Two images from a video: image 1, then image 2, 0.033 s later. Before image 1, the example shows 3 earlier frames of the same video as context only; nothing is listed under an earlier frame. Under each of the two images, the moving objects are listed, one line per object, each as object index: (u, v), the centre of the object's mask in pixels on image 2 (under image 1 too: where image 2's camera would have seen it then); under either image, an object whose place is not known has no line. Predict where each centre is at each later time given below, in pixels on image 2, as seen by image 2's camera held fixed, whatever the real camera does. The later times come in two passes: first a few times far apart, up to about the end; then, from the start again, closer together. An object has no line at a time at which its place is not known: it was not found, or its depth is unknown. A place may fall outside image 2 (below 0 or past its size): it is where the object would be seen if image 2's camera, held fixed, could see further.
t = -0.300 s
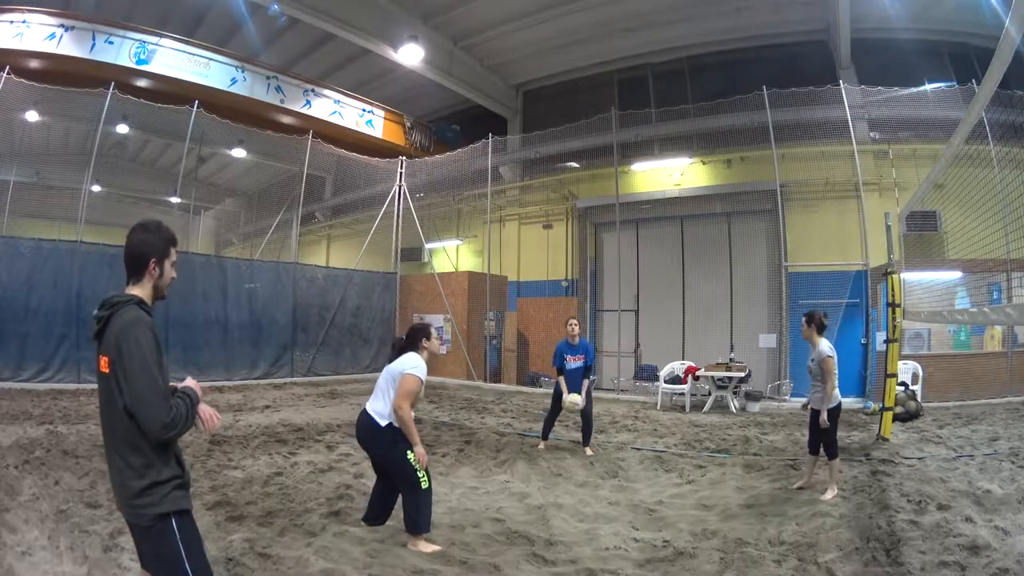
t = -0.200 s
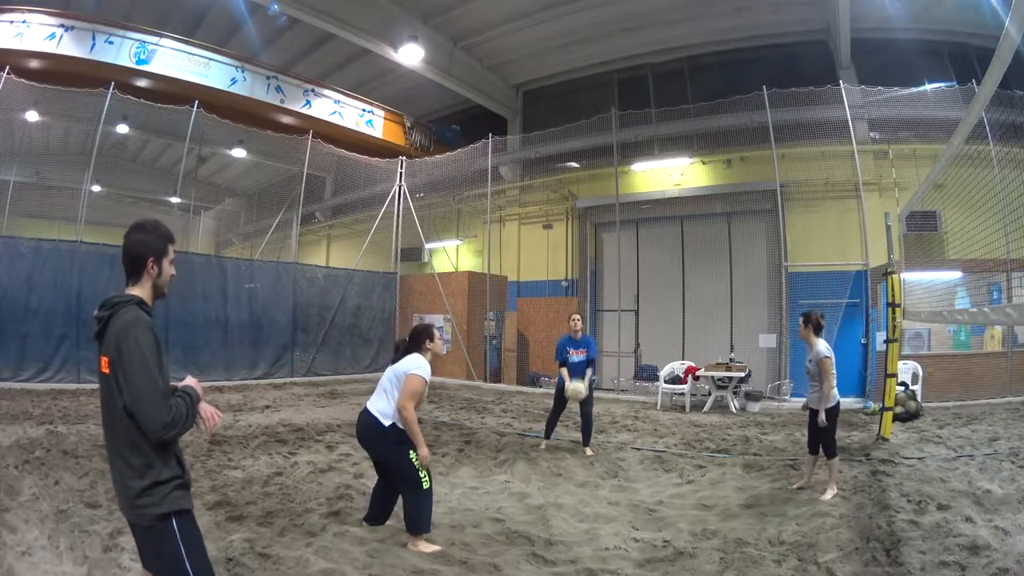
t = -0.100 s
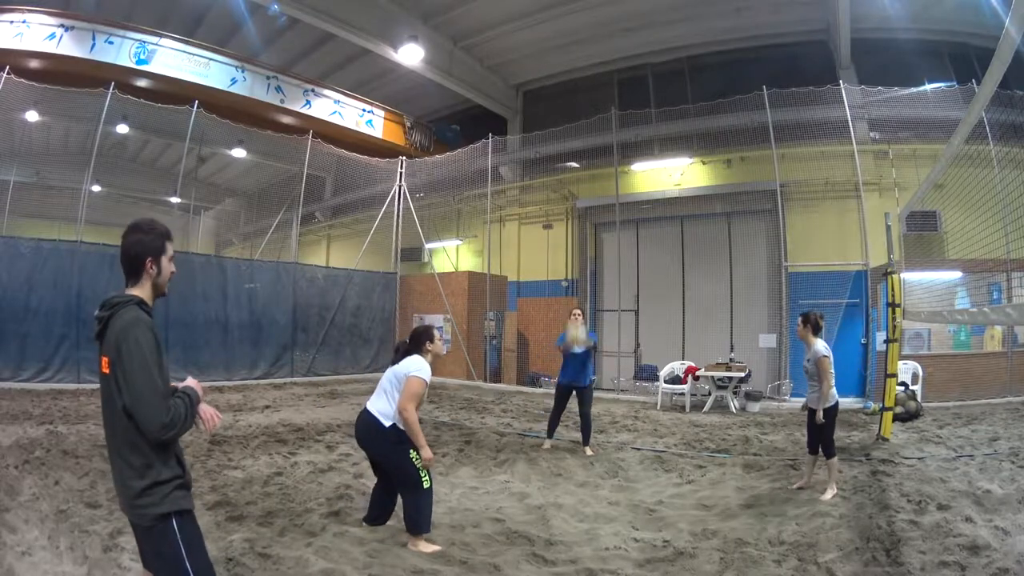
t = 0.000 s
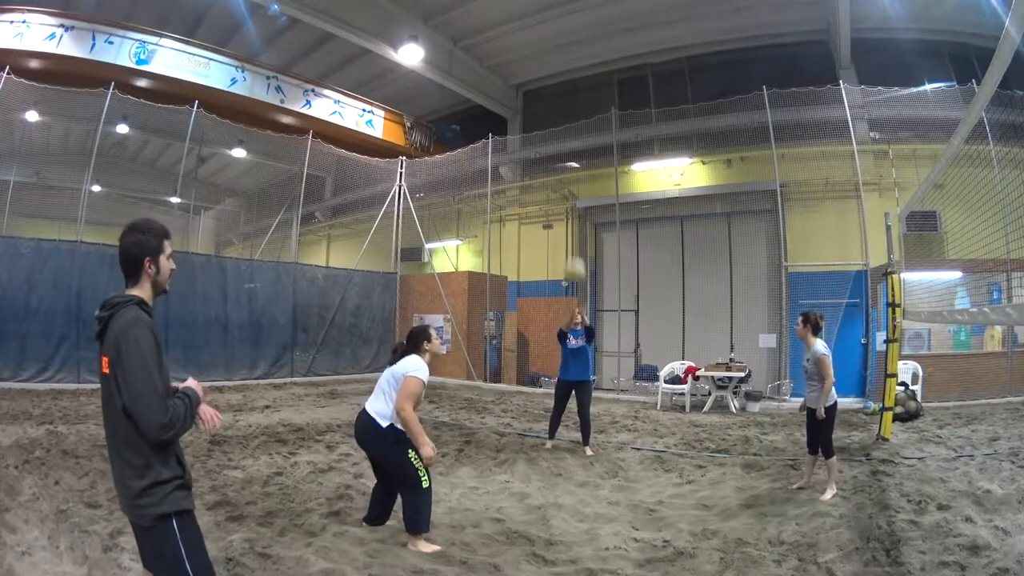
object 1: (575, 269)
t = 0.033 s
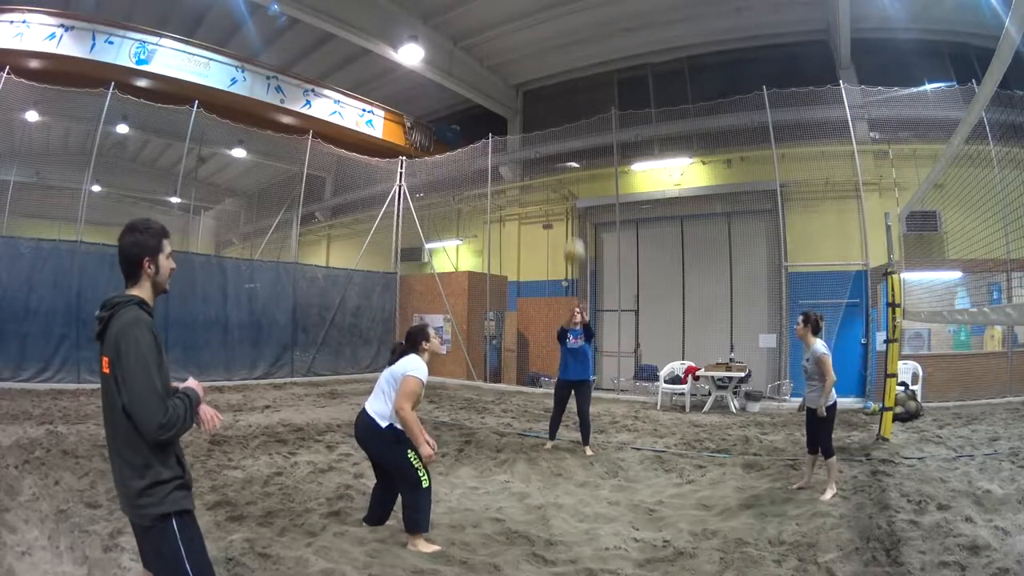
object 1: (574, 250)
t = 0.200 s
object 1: (571, 173)
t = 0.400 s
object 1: (567, 121)
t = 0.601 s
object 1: (563, 105)
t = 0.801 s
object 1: (560, 121)
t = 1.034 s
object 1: (558, 193)
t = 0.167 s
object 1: (572, 183)
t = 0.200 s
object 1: (571, 173)
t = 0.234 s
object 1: (570, 161)
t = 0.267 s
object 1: (570, 151)
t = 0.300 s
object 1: (570, 142)
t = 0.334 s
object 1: (568, 133)
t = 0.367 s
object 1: (567, 126)
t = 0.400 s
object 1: (567, 121)
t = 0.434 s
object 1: (566, 116)
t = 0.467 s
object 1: (566, 112)
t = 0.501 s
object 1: (565, 109)
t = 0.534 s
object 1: (564, 107)
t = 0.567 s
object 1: (564, 105)
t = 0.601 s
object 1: (563, 105)
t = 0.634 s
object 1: (563, 105)
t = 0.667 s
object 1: (562, 107)
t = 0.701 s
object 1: (562, 109)
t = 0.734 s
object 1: (561, 112)
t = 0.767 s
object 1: (561, 116)
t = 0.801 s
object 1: (560, 121)
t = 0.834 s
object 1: (560, 128)
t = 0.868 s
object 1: (559, 135)
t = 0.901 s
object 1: (559, 144)
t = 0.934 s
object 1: (559, 155)
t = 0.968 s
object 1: (558, 165)
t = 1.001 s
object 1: (558, 177)
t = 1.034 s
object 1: (558, 193)
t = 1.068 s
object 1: (557, 209)
